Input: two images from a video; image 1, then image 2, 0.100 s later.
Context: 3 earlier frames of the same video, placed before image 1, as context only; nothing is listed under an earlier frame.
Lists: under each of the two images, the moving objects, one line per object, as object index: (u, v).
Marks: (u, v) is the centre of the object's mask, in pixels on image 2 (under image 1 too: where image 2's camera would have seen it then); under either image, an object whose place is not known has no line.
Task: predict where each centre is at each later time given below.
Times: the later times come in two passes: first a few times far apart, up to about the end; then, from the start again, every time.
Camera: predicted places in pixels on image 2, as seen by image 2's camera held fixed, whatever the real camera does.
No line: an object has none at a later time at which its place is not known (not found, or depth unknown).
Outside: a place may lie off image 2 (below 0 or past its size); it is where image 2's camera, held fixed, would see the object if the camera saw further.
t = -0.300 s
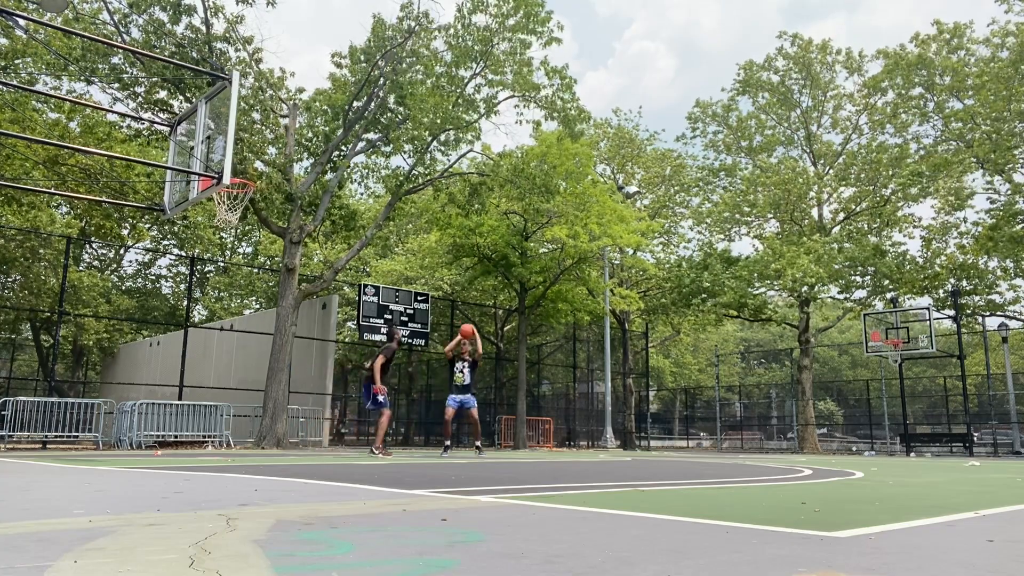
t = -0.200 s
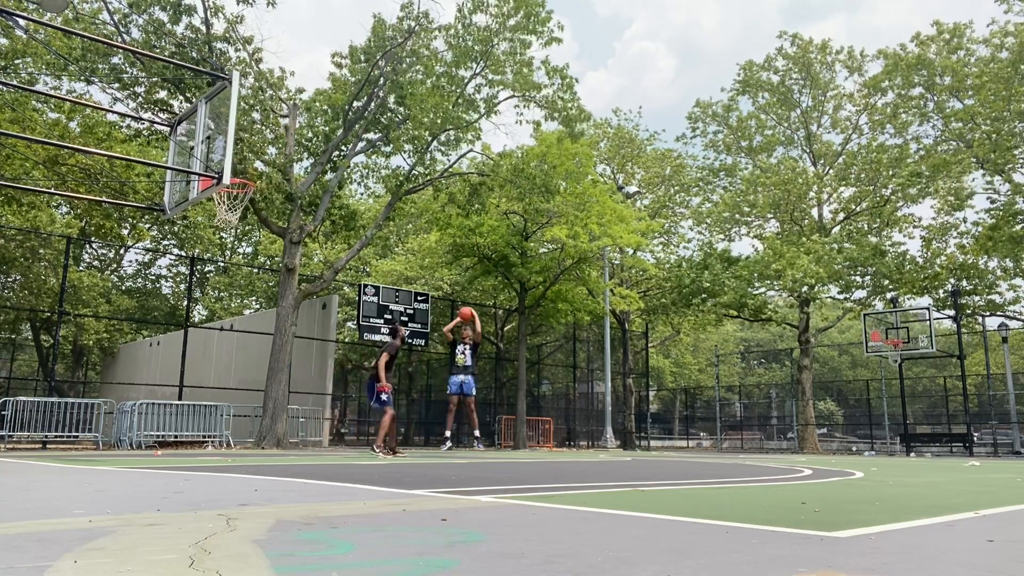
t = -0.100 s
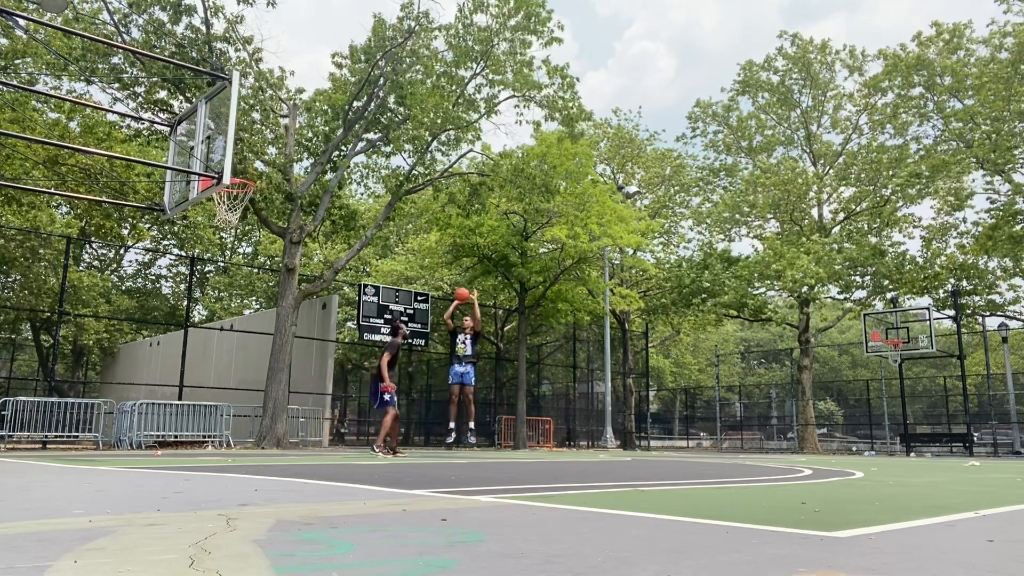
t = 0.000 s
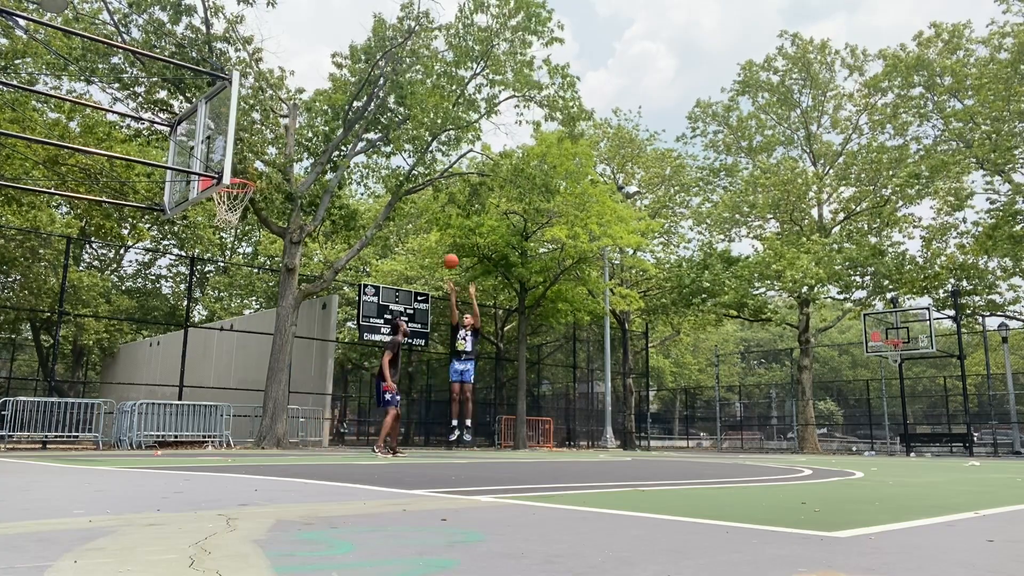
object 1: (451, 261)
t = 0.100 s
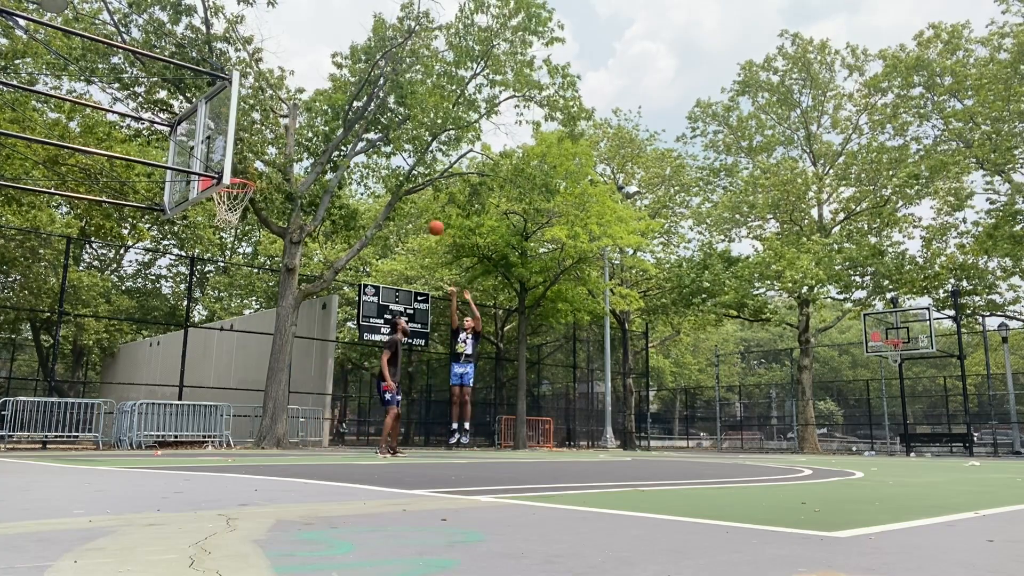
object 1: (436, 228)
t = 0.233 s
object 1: (414, 191)
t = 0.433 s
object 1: (379, 152)
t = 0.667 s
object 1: (331, 137)
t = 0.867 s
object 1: (283, 153)
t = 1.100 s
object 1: (233, 179)
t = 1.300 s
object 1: (239, 172)
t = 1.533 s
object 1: (237, 175)
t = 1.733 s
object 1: (218, 199)
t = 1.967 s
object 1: (216, 236)
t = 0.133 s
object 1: (431, 218)
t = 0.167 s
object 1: (425, 208)
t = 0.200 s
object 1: (420, 199)
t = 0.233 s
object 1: (414, 191)
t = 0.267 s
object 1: (409, 183)
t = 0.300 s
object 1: (403, 176)
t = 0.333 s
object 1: (397, 170)
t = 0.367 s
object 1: (391, 163)
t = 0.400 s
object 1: (385, 157)
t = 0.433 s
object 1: (379, 152)
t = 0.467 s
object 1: (373, 148)
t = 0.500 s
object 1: (366, 145)
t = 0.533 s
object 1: (359, 141)
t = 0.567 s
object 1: (353, 139)
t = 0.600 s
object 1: (345, 138)
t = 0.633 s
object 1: (339, 137)
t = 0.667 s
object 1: (331, 137)
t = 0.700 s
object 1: (324, 137)
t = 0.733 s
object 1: (316, 139)
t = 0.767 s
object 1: (308, 141)
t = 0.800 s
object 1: (300, 144)
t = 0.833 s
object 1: (292, 148)
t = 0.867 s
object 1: (283, 153)
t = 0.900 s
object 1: (274, 160)
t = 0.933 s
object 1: (264, 166)
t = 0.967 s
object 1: (254, 174)
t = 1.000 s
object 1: (247, 177)
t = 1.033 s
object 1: (239, 177)
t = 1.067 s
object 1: (235, 177)
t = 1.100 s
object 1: (233, 179)
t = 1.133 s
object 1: (234, 178)
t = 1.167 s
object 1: (235, 178)
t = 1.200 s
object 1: (237, 183)
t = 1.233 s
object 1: (237, 178)
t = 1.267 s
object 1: (239, 173)
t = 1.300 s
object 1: (239, 172)
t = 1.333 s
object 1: (239, 172)
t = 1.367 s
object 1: (240, 171)
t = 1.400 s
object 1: (240, 171)
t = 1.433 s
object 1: (240, 172)
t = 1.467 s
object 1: (240, 173)
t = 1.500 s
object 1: (239, 173)
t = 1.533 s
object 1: (237, 175)
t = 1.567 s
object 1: (235, 177)
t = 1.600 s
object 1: (234, 181)
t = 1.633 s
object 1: (230, 188)
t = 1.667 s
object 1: (225, 194)
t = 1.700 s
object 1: (220, 197)
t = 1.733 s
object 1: (218, 199)
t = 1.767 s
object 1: (216, 205)
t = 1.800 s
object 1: (216, 208)
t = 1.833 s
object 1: (216, 212)
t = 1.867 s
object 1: (216, 217)
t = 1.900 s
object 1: (216, 222)
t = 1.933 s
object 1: (216, 229)
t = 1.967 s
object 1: (216, 236)
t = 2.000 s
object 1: (216, 244)
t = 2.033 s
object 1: (216, 253)
